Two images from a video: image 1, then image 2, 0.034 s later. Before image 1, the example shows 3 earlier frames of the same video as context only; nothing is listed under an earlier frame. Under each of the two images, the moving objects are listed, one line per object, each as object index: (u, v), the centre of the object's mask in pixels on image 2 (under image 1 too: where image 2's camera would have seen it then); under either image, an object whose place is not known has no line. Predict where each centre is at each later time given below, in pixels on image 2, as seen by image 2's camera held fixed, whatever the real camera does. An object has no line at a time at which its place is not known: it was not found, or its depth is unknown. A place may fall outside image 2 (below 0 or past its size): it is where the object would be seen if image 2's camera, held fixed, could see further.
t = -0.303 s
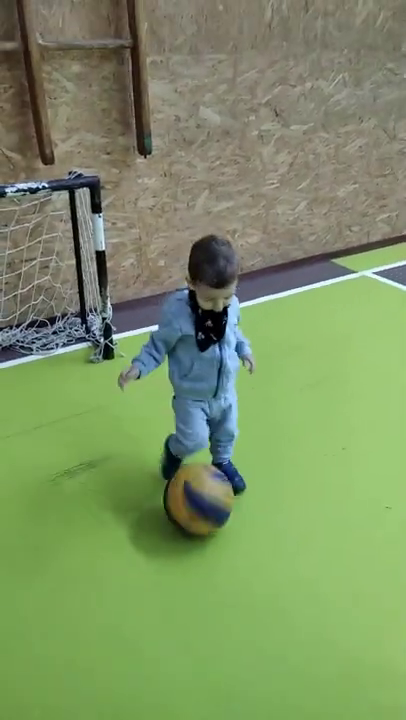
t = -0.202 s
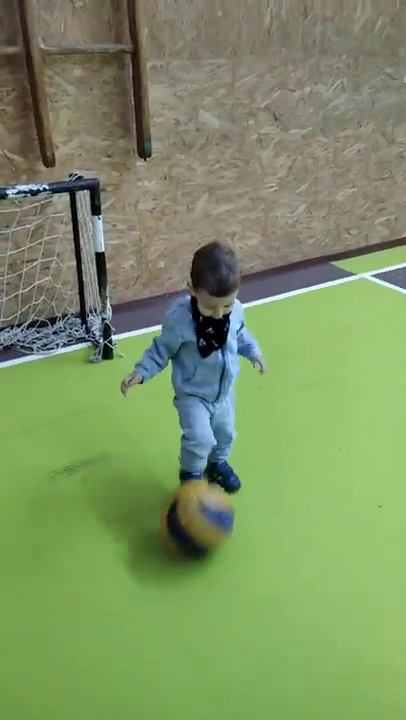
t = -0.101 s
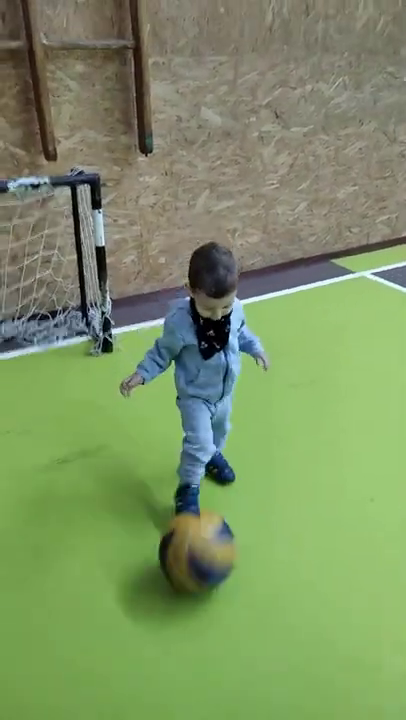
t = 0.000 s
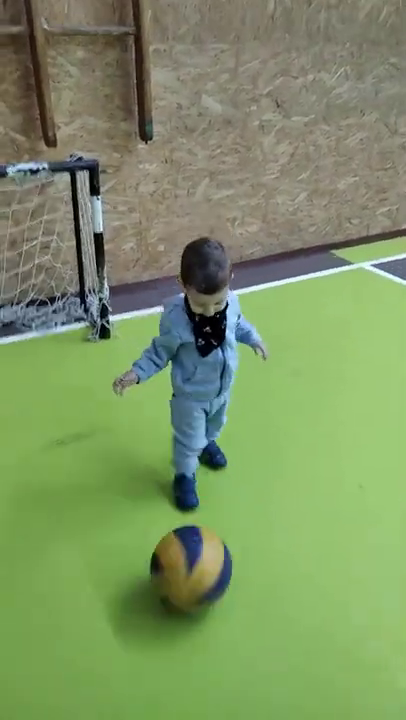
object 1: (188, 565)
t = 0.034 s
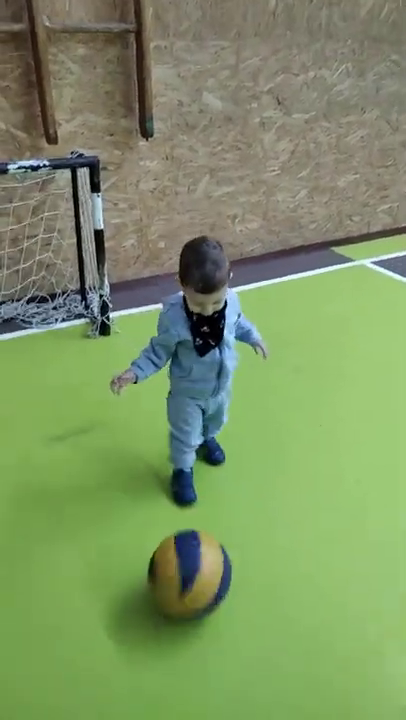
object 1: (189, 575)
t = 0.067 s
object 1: (189, 585)
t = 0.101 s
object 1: (189, 598)
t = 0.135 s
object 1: (189, 614)
